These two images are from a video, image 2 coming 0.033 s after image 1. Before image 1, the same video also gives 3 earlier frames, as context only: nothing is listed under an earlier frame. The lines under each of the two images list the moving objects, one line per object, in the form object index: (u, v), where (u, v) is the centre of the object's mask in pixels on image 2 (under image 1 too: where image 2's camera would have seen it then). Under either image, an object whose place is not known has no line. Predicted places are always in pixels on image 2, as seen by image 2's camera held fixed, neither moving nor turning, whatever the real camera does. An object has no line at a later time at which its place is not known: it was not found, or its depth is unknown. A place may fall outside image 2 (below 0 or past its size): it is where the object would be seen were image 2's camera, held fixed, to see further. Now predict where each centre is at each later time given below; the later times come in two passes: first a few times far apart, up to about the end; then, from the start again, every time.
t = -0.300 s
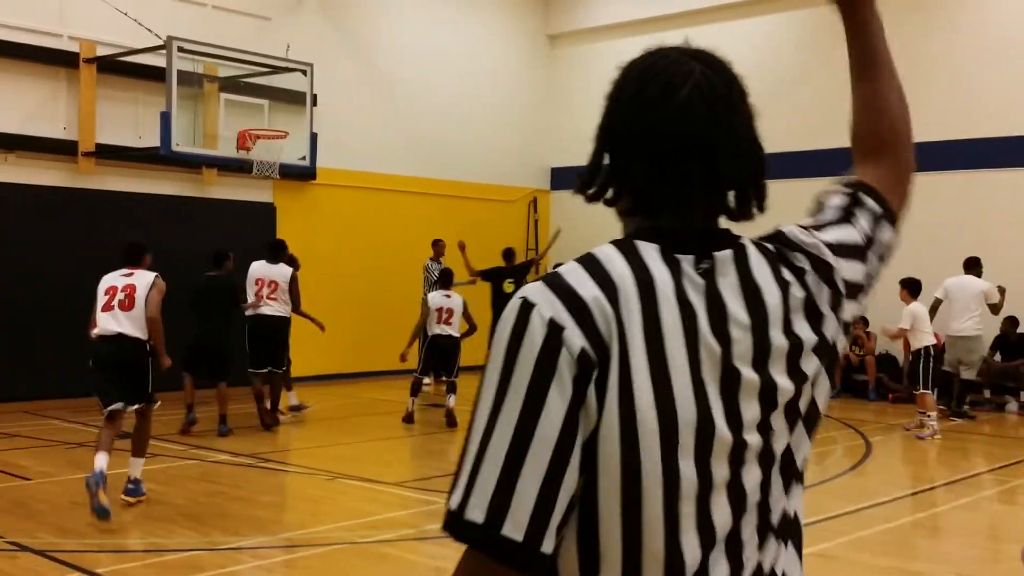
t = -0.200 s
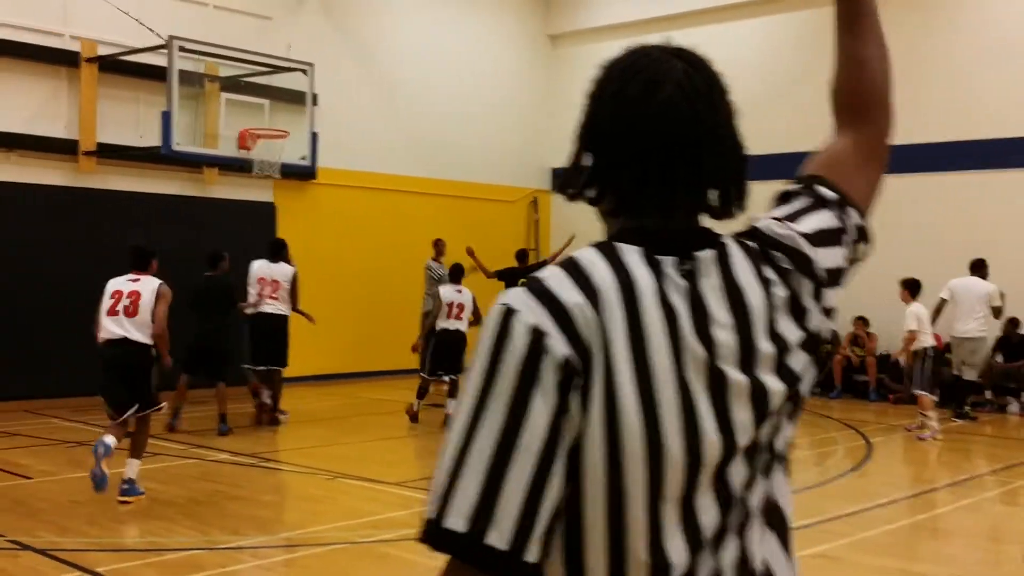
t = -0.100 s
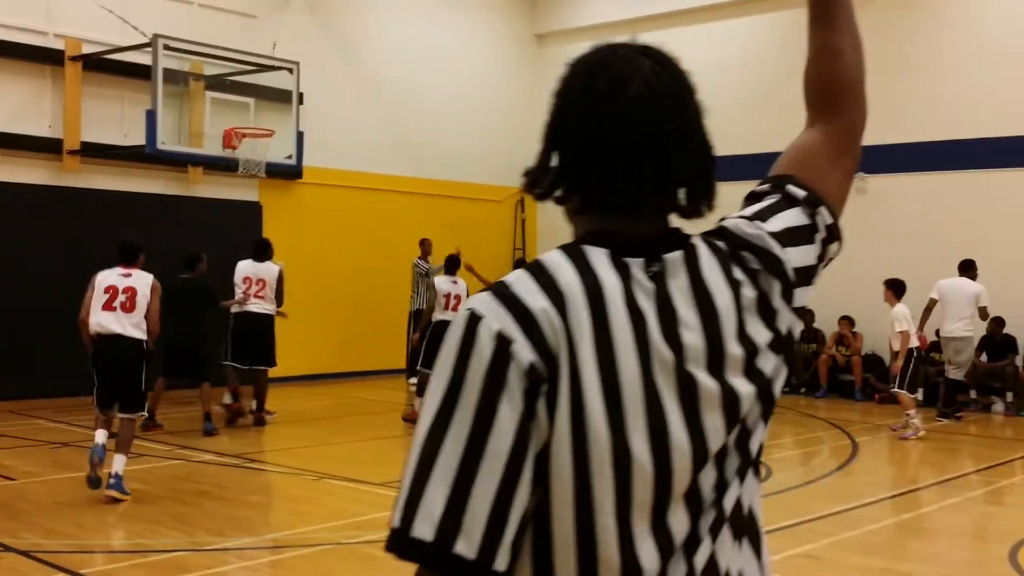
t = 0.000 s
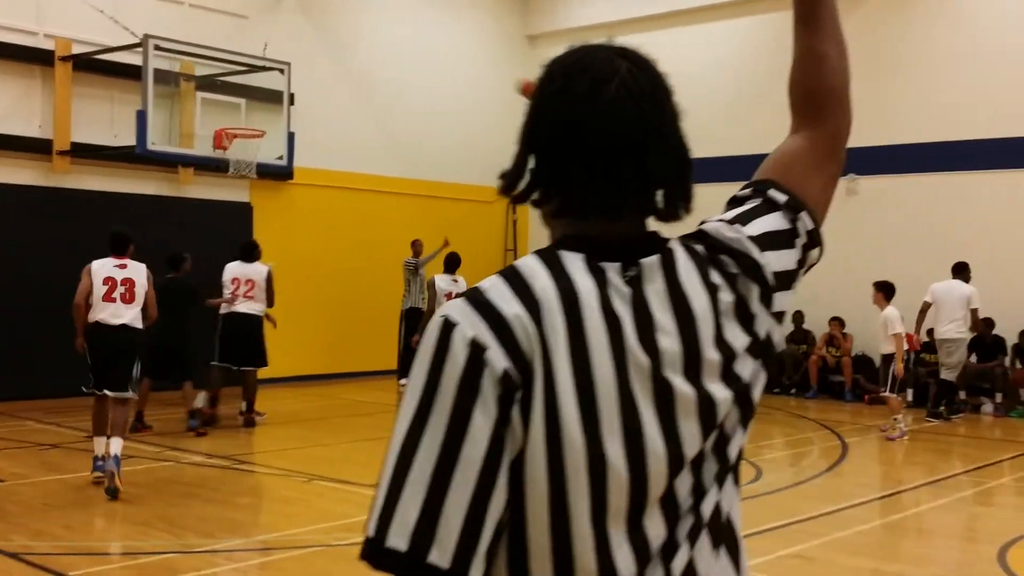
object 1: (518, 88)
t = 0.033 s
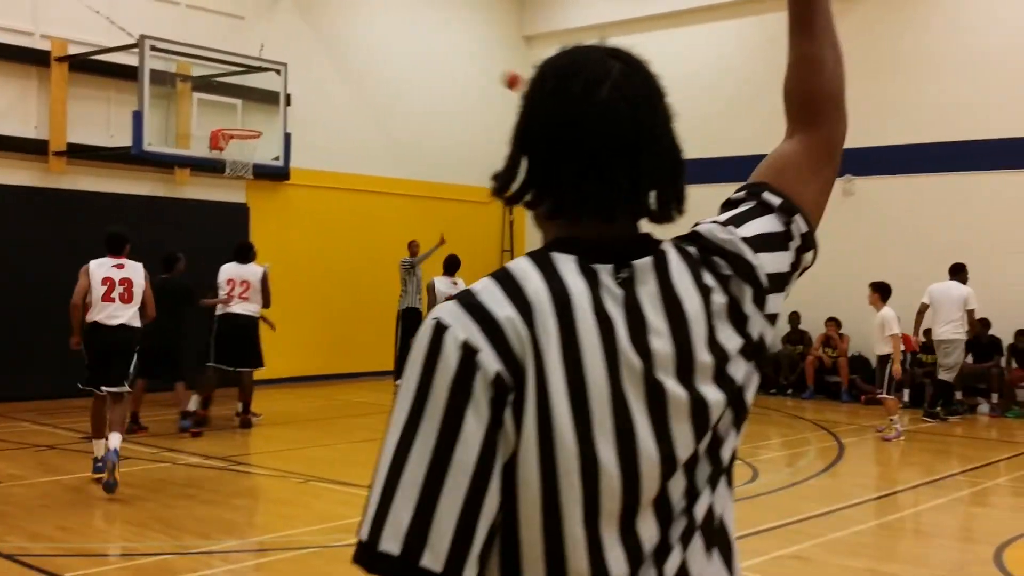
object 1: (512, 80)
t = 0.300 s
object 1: (416, 44)
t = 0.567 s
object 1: (318, 67)
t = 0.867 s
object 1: (236, 148)
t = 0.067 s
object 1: (501, 72)
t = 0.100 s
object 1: (489, 66)
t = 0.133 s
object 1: (476, 60)
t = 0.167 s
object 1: (465, 55)
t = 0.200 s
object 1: (453, 50)
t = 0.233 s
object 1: (441, 48)
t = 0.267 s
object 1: (429, 46)
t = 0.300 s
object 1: (416, 44)
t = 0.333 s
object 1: (404, 45)
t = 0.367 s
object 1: (393, 44)
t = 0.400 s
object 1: (381, 46)
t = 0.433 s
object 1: (368, 48)
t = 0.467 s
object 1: (356, 51)
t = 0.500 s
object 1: (344, 55)
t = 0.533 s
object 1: (331, 60)
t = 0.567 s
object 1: (318, 67)
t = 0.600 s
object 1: (305, 74)
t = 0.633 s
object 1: (292, 83)
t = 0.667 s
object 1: (280, 94)
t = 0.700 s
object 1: (265, 103)
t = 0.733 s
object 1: (251, 114)
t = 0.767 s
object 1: (236, 127)
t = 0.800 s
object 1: (233, 137)
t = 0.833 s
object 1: (234, 144)
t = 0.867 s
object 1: (236, 148)
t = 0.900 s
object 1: (244, 155)
